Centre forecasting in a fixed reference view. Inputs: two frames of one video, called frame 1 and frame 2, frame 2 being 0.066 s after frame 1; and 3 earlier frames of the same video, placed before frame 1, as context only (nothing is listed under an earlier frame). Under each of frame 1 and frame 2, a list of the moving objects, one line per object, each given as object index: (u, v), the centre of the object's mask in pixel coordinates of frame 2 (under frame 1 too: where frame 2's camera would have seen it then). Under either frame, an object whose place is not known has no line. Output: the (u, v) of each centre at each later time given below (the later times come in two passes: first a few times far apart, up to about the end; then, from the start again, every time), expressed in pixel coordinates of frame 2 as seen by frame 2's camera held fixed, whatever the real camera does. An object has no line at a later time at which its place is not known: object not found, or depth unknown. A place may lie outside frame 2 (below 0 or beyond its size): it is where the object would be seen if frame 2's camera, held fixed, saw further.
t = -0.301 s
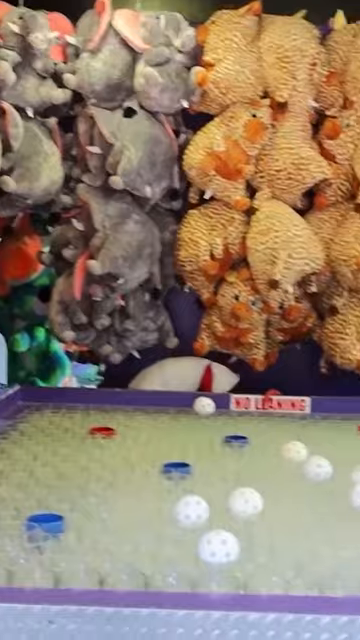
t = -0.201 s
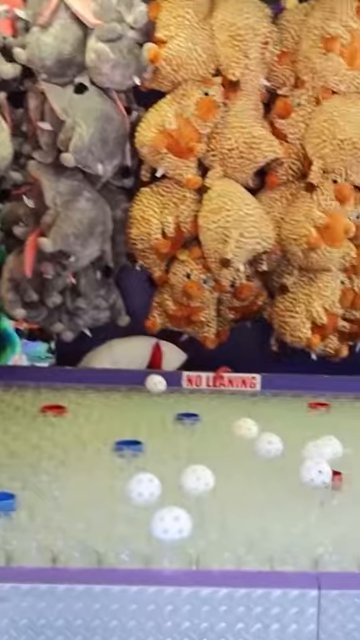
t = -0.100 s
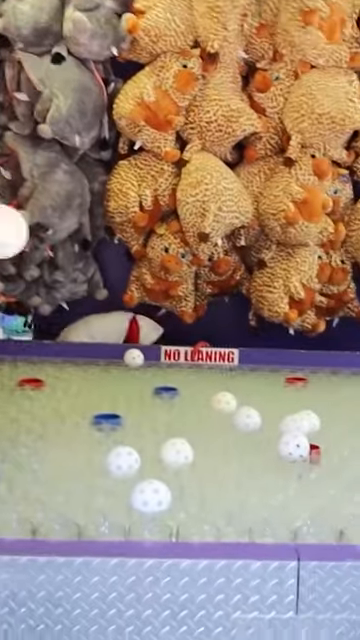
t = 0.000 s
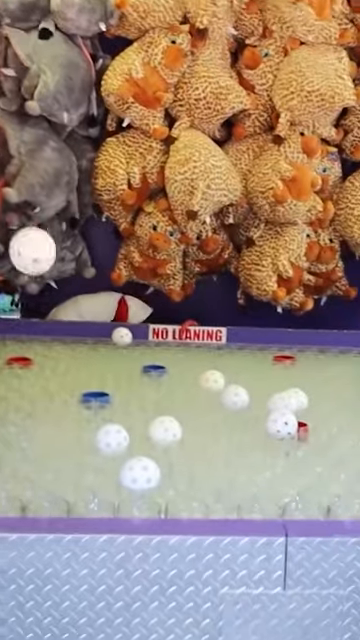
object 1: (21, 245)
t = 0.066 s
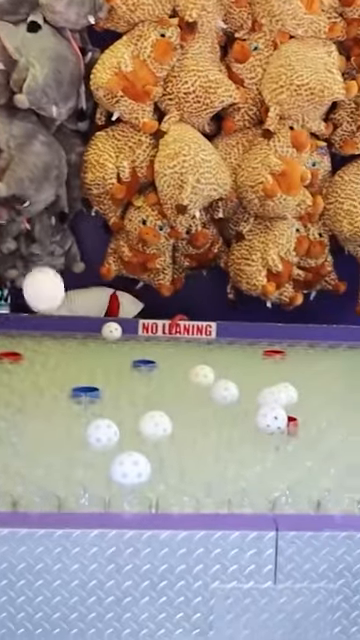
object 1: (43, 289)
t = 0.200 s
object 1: (73, 401)
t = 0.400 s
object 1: (186, 374)
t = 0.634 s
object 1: (269, 368)
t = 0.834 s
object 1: (280, 343)
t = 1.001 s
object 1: (286, 350)
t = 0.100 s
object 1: (52, 315)
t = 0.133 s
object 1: (60, 341)
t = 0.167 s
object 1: (67, 370)
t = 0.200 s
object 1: (73, 401)
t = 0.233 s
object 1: (87, 409)
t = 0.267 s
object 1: (112, 399)
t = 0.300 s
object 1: (134, 393)
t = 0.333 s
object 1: (154, 391)
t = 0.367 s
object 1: (172, 388)
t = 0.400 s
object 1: (186, 374)
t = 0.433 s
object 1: (200, 362)
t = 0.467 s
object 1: (214, 357)
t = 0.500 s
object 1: (226, 354)
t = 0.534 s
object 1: (238, 354)
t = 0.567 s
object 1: (249, 356)
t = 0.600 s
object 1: (259, 362)
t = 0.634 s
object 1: (269, 368)
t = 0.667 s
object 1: (272, 359)
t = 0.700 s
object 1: (274, 347)
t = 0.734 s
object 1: (276, 344)
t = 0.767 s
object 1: (277, 342)
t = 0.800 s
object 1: (279, 342)
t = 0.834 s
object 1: (280, 343)
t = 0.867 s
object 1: (281, 346)
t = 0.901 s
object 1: (282, 351)
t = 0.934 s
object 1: (282, 358)
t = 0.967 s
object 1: (284, 353)
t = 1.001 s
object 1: (286, 350)
